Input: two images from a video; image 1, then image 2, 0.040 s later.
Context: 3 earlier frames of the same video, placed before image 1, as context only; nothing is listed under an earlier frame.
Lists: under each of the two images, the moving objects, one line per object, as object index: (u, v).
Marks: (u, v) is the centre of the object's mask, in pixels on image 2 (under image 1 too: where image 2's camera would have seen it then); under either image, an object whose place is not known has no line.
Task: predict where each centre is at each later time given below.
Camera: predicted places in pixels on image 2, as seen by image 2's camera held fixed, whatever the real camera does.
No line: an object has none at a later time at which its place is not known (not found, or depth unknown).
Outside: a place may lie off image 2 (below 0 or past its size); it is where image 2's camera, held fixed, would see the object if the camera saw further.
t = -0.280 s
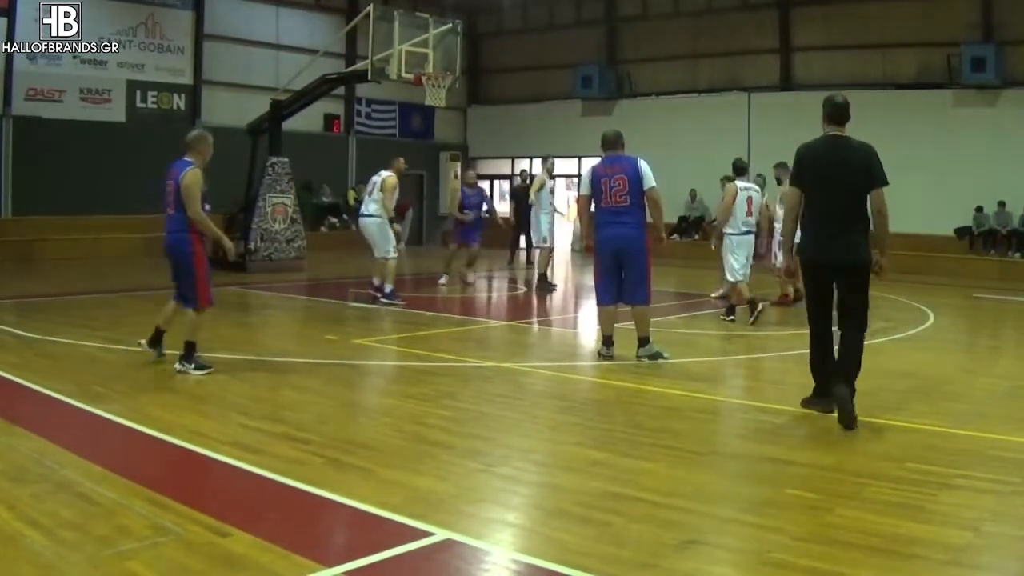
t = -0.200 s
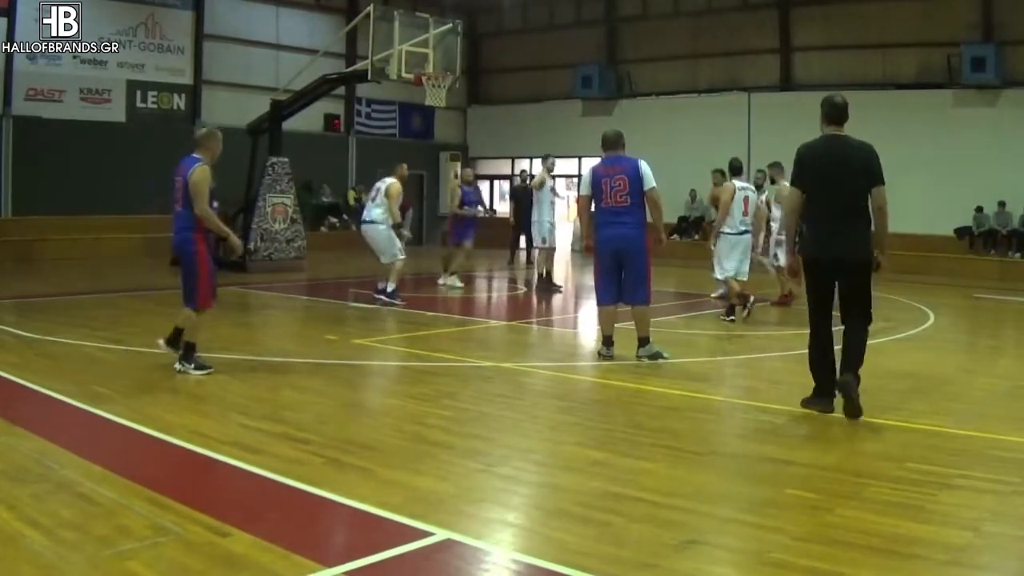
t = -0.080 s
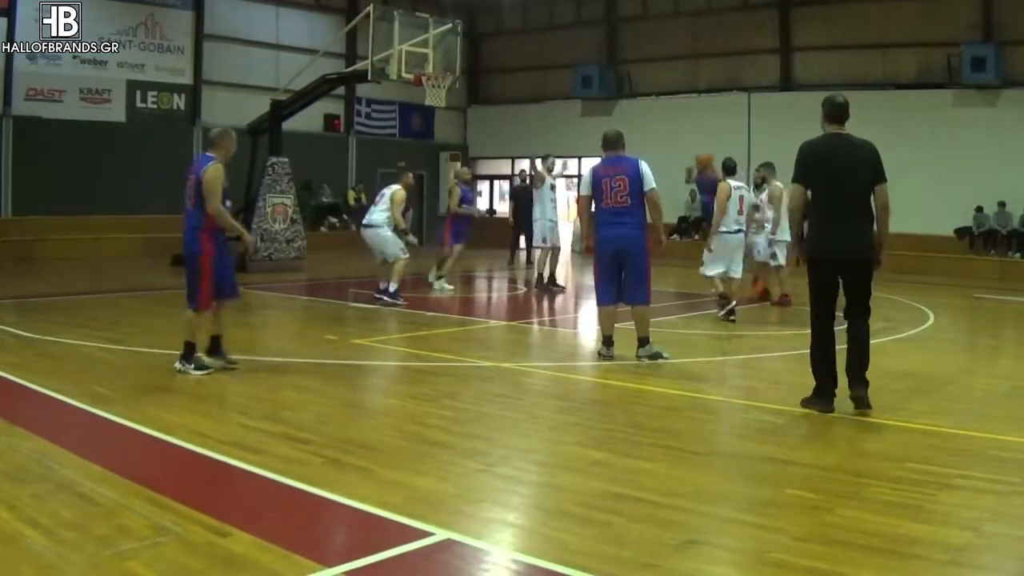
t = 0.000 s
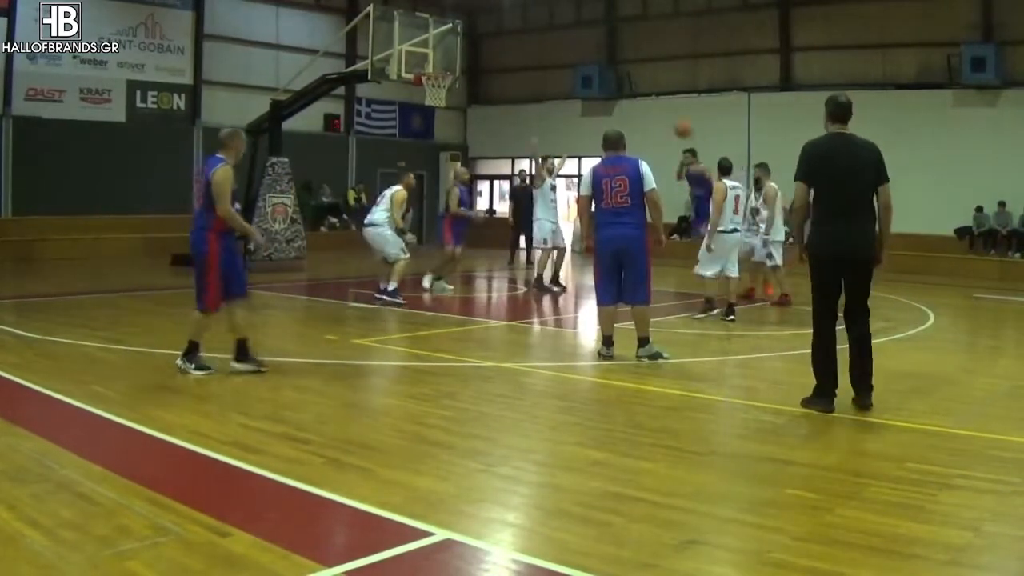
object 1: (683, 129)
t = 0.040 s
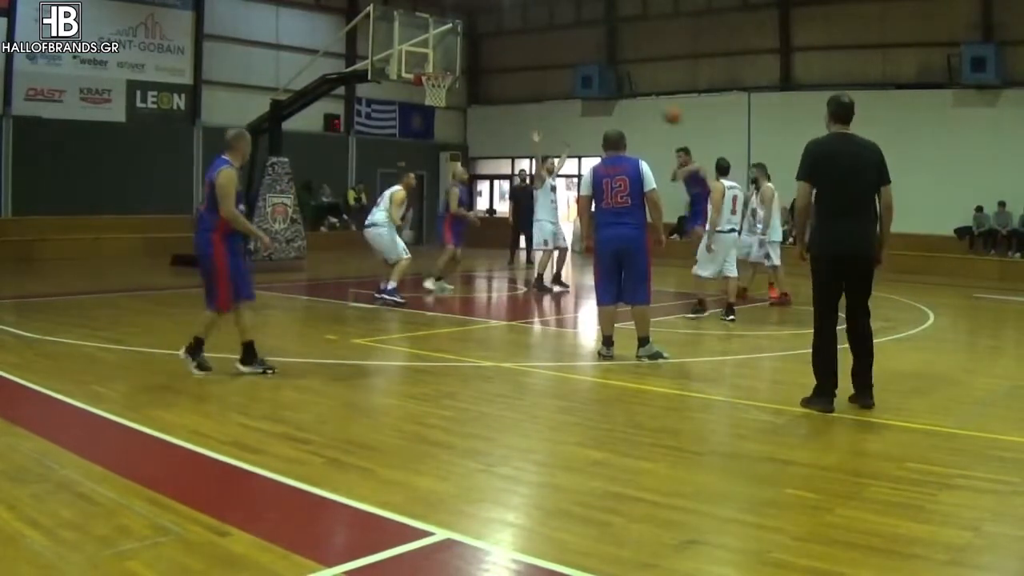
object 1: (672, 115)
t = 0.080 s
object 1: (659, 100)
